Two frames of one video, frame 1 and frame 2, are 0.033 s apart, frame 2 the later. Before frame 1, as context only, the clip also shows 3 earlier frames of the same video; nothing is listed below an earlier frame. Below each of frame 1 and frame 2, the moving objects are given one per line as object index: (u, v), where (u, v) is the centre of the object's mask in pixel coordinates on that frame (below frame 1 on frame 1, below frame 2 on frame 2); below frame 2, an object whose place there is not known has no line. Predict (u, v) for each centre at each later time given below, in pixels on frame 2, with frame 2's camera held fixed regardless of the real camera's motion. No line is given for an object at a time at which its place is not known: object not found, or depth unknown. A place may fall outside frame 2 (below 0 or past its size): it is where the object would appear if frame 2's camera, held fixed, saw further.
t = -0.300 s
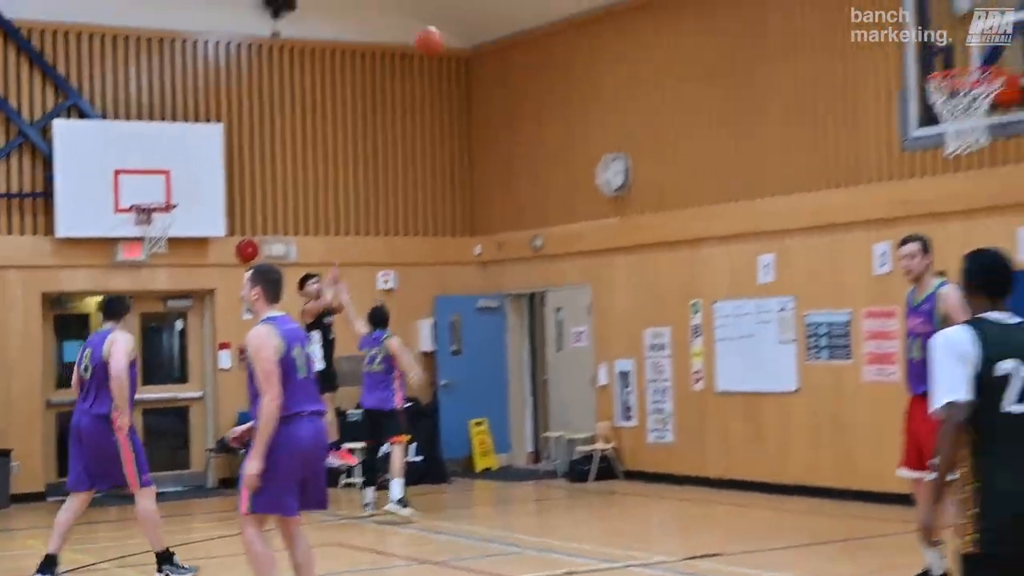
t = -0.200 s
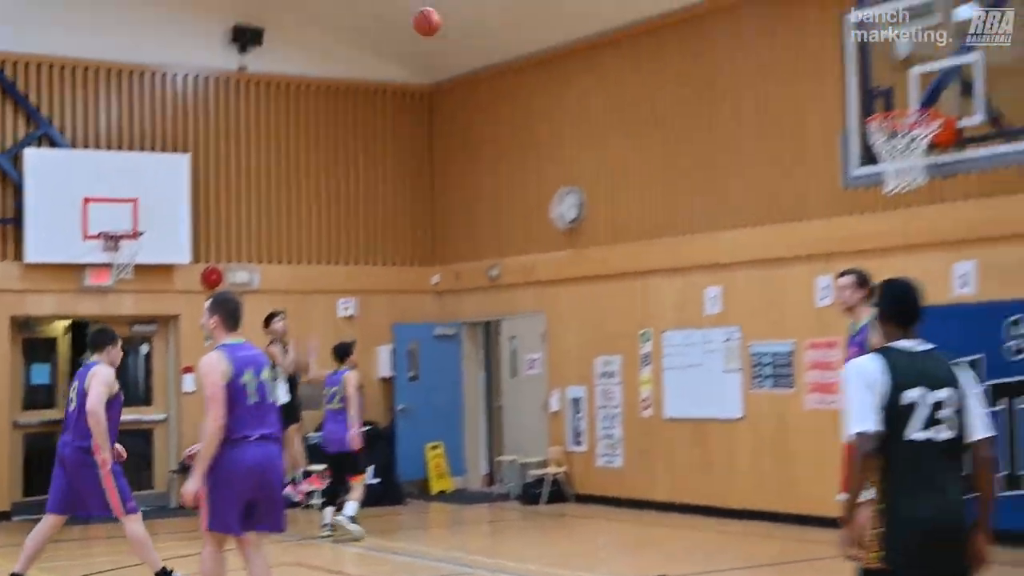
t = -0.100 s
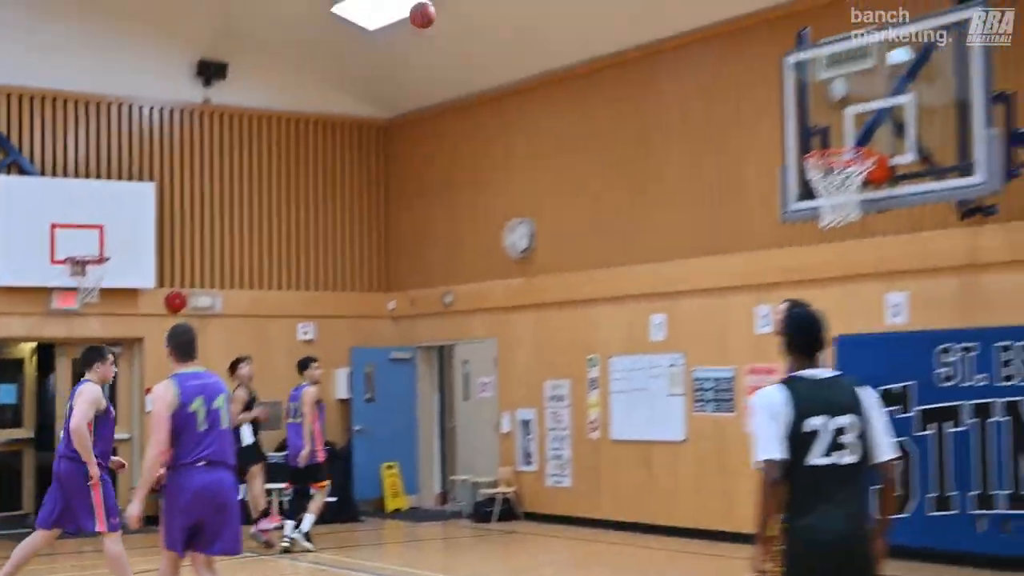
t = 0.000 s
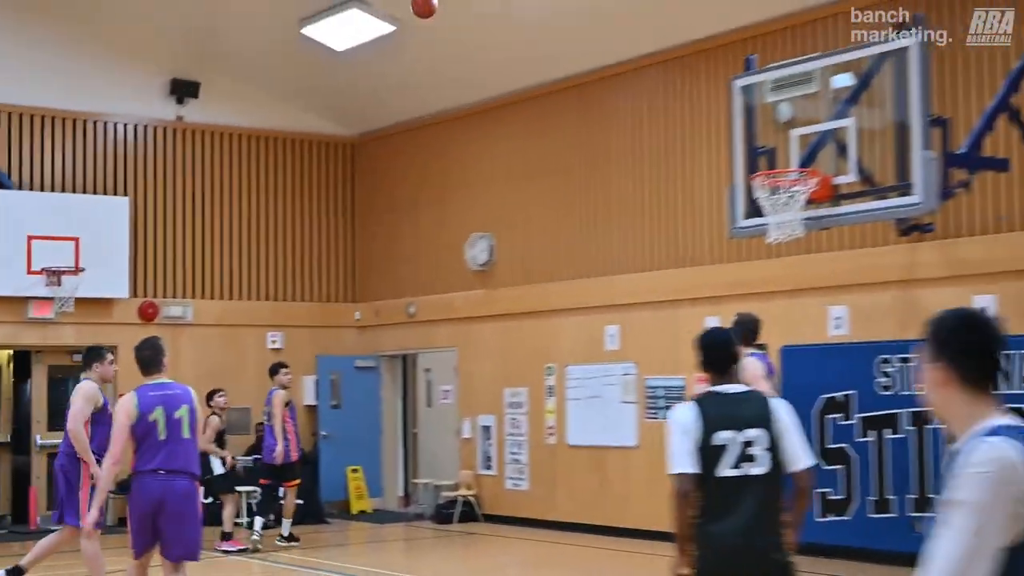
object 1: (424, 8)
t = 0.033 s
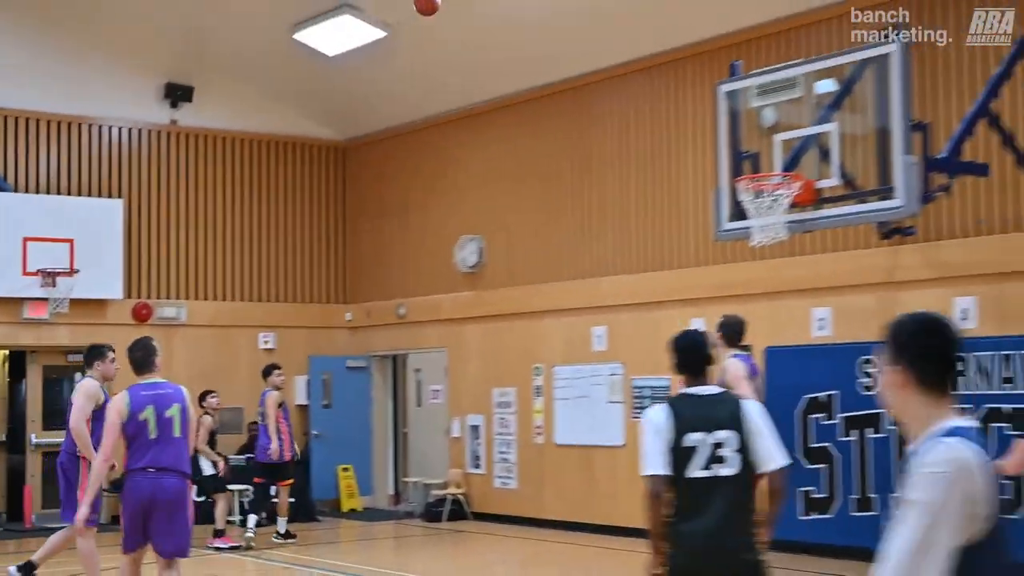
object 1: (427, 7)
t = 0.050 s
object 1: (433, 3)
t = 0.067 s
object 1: (439, -1)
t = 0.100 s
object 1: (451, -8)
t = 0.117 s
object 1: (456, -11)
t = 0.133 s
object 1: (462, -14)
